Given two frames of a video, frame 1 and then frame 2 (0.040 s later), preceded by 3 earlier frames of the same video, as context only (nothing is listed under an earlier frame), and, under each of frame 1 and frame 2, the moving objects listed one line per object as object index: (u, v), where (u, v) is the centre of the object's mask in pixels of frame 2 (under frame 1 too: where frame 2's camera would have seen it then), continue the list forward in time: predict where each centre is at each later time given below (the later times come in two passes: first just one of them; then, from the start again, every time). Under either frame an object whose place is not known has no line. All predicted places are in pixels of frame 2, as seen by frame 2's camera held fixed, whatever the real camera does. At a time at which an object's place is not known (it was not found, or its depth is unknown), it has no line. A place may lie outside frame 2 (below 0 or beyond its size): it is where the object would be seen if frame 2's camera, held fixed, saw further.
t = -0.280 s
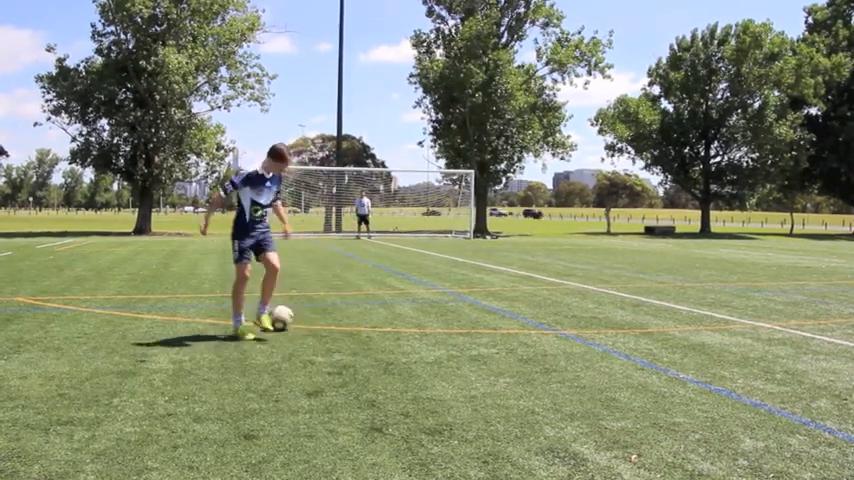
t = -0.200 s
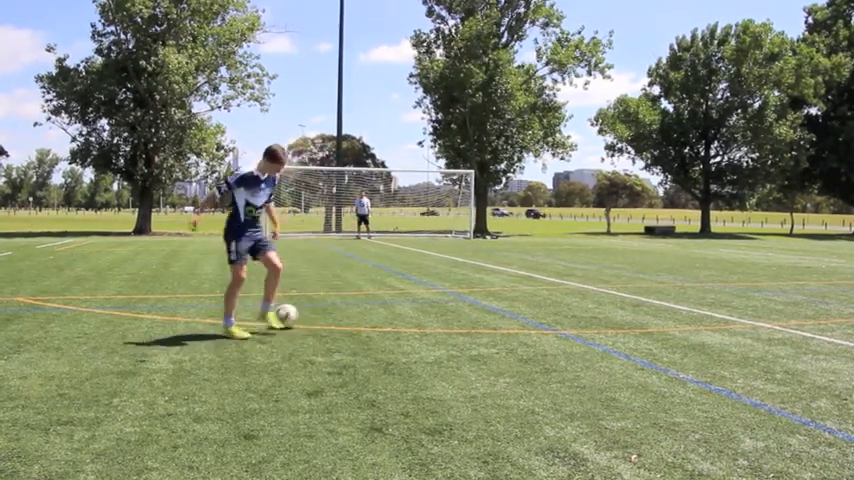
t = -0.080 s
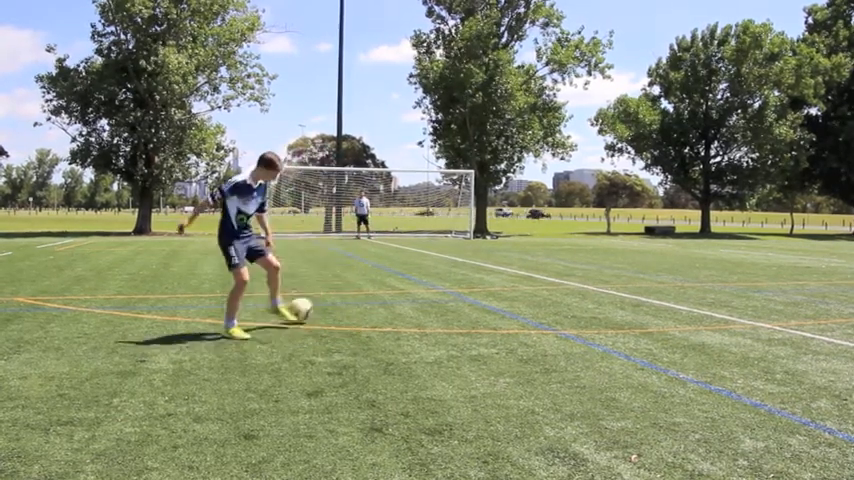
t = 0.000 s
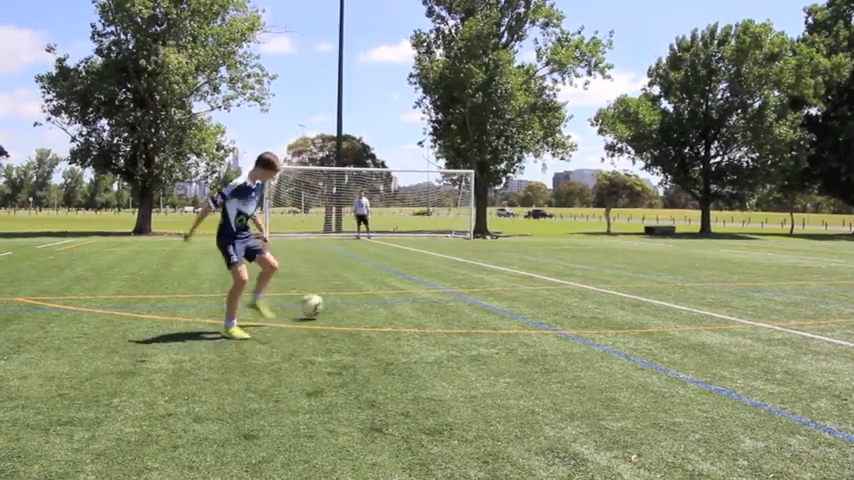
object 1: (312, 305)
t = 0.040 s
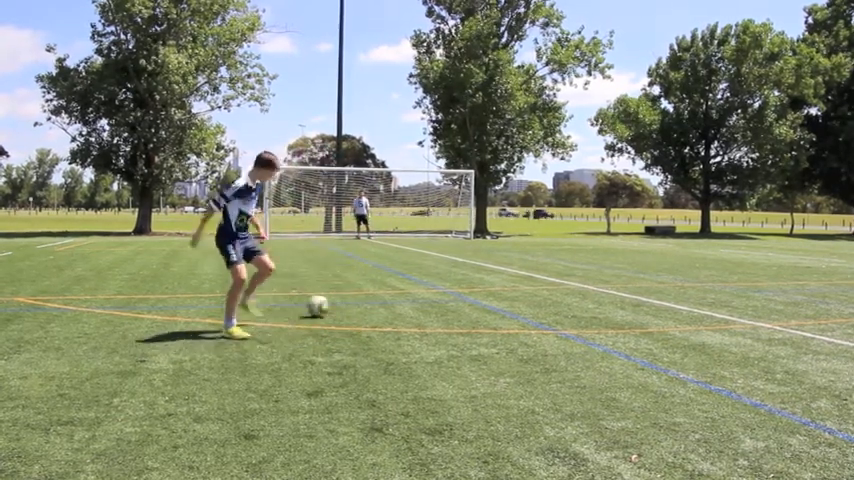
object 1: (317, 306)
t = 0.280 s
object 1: (342, 299)
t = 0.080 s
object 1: (322, 304)
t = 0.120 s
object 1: (327, 302)
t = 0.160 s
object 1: (330, 301)
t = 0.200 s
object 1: (335, 301)
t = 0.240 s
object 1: (338, 299)
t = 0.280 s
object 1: (342, 299)
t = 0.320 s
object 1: (346, 297)
